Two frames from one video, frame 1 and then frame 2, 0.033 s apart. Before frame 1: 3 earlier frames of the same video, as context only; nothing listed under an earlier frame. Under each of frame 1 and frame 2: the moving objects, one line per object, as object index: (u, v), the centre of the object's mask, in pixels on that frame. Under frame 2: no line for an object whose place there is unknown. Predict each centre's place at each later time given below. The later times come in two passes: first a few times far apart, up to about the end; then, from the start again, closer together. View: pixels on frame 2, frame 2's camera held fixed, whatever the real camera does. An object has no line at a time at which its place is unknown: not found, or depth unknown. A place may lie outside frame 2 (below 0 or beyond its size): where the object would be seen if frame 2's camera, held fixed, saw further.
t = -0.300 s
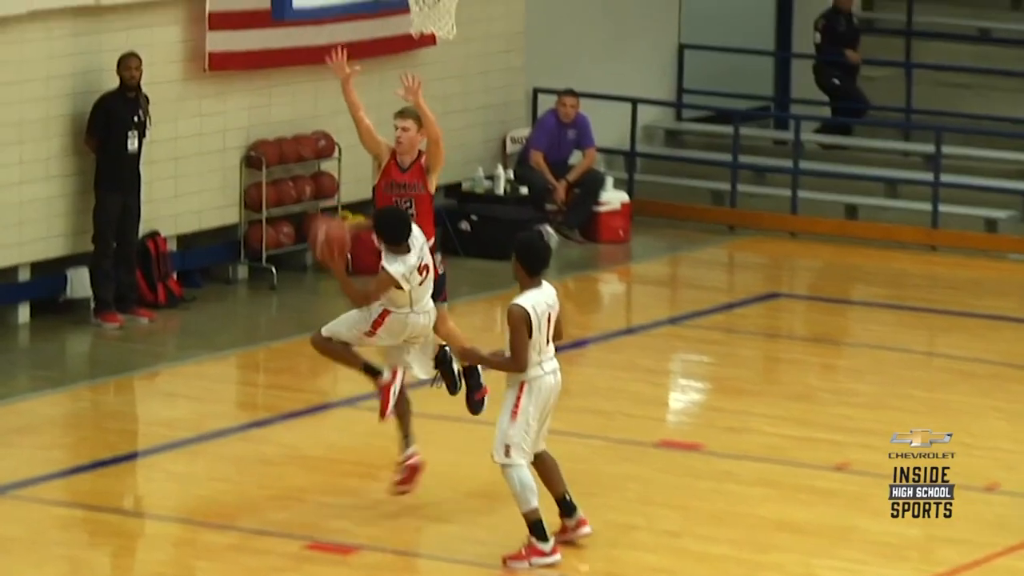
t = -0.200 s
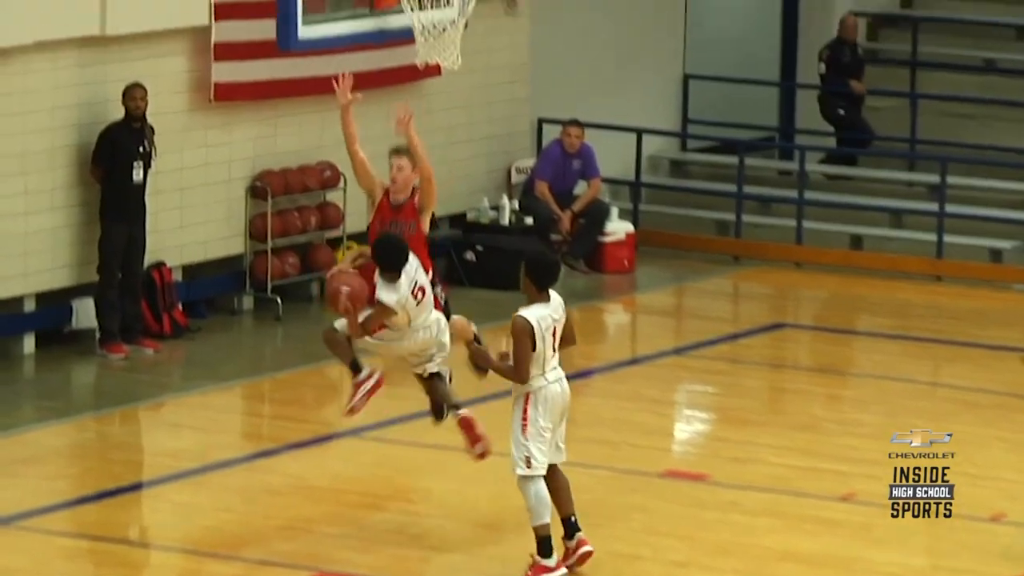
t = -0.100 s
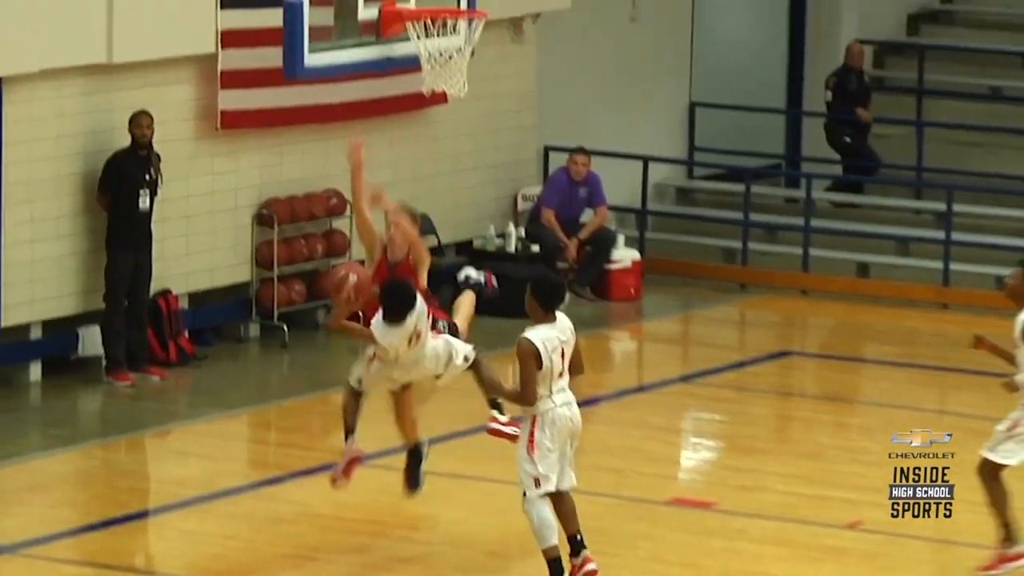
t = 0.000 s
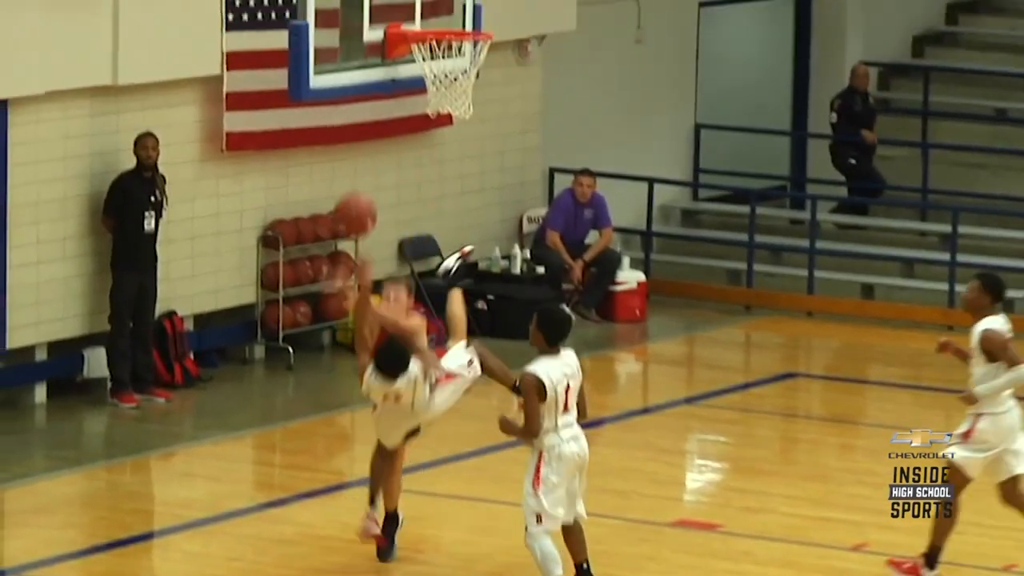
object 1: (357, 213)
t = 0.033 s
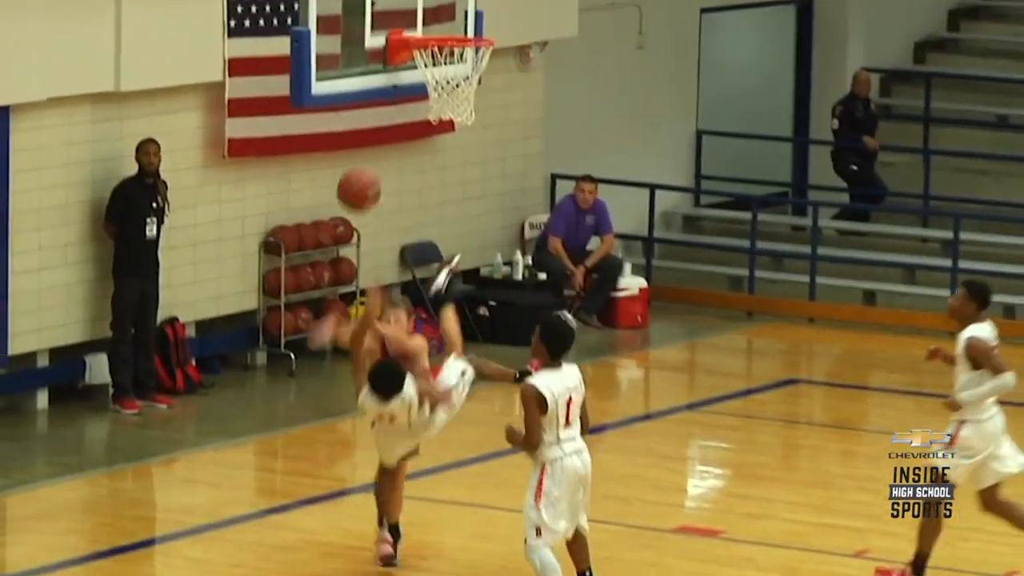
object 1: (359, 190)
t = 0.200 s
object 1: (368, 64)
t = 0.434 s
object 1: (378, -24)
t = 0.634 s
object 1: (401, -19)
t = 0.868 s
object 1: (450, 61)
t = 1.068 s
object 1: (467, 122)
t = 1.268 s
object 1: (458, 187)
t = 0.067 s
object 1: (361, 158)
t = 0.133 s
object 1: (364, 108)
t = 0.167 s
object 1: (366, 86)
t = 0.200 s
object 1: (368, 64)
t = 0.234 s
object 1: (370, 45)
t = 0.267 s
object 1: (371, 30)
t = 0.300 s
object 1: (372, 14)
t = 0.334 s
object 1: (374, 2)
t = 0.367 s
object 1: (375, -9)
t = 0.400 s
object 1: (376, -17)
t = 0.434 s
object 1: (378, -24)
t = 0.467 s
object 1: (379, -28)
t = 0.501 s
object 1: (381, -30)
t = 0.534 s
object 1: (382, -31)
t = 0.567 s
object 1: (386, -30)
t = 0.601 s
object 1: (393, -25)
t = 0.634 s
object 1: (401, -19)
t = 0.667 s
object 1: (407, -11)
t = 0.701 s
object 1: (415, 0)
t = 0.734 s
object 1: (422, 14)
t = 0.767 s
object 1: (430, 24)
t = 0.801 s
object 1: (437, 29)
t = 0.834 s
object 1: (445, 46)
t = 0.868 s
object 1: (450, 61)
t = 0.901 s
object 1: (459, 64)
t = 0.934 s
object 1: (461, 74)
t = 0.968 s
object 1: (467, 80)
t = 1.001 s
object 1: (467, 115)
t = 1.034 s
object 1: (466, 118)
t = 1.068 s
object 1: (467, 122)
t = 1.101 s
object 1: (466, 126)
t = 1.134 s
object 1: (463, 132)
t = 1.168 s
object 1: (462, 140)
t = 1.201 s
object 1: (460, 154)
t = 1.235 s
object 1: (459, 170)
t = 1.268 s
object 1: (458, 187)
